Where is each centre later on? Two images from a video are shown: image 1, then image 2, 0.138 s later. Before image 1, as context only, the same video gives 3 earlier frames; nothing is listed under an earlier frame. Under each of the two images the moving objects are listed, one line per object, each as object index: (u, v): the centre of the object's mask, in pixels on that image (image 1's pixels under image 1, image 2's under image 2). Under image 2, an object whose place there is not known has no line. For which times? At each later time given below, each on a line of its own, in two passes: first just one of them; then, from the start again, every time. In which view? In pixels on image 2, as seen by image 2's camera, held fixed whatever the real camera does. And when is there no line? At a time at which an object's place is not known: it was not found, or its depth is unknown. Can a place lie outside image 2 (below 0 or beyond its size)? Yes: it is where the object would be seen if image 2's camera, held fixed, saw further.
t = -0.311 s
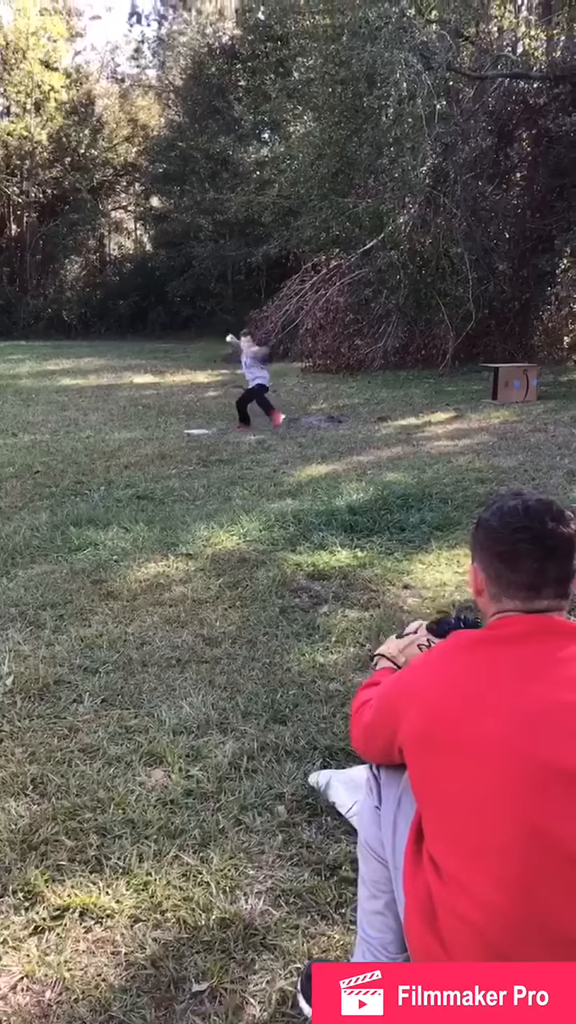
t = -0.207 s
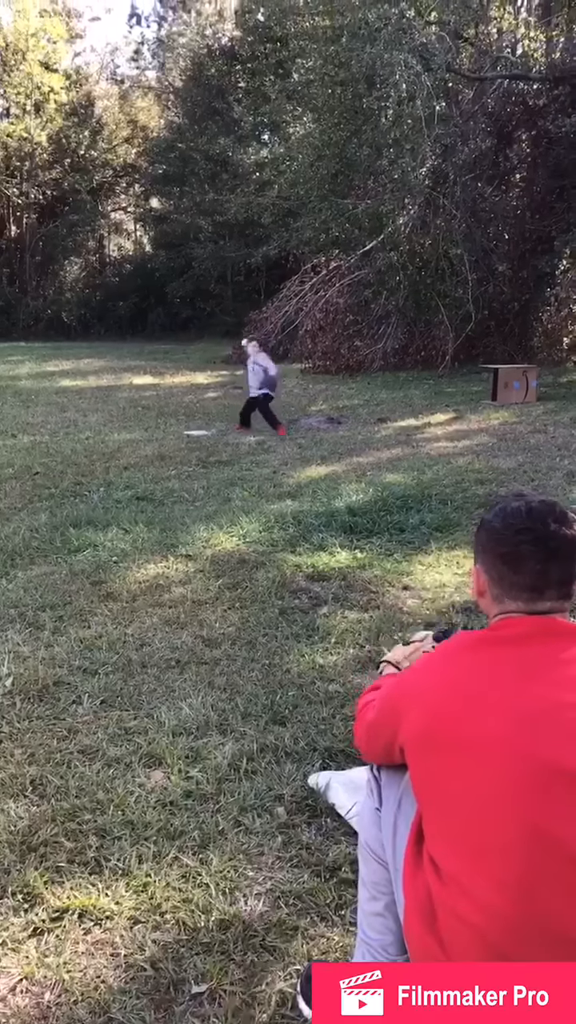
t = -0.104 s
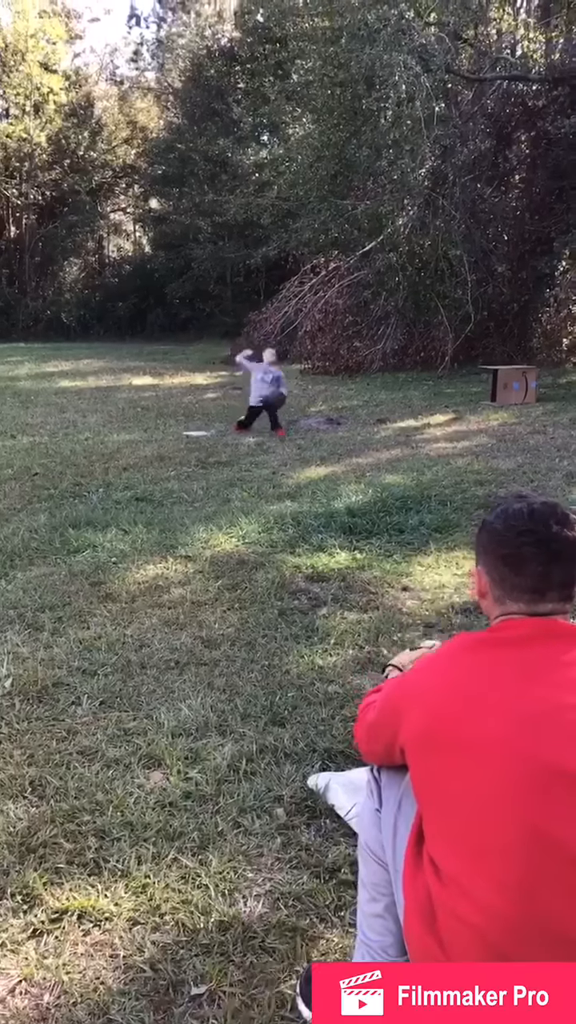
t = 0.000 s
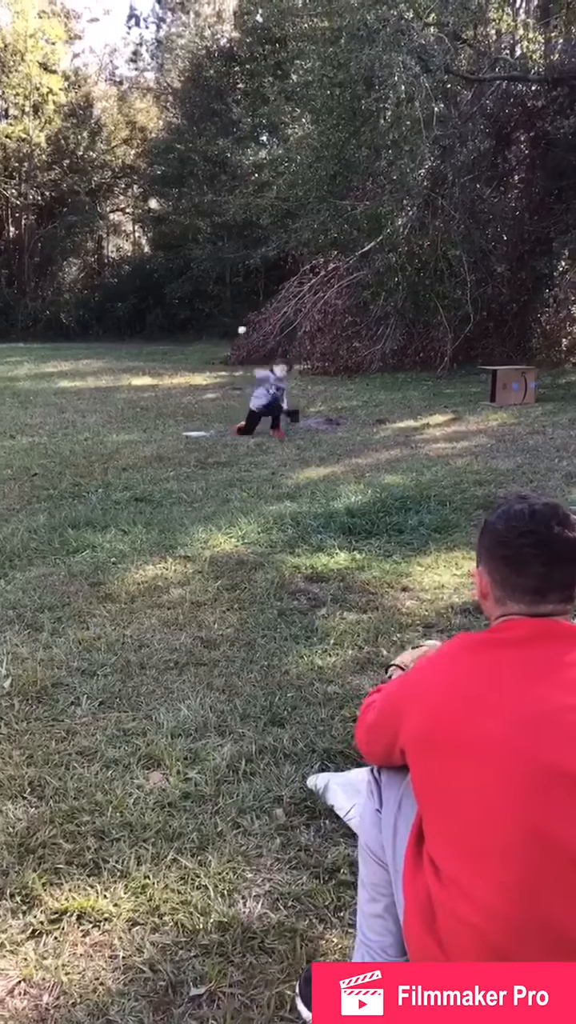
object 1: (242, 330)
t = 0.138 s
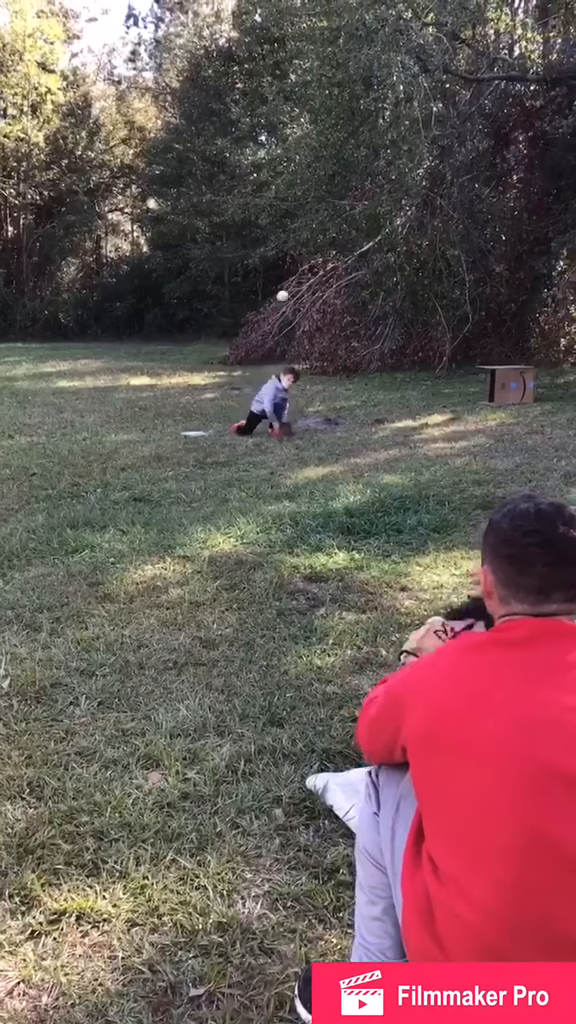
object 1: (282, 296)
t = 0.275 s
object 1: (343, 285)
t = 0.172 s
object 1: (294, 291)
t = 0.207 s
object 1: (308, 288)
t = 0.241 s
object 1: (324, 285)
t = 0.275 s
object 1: (343, 285)
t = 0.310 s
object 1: (364, 286)
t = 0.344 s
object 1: (391, 290)
